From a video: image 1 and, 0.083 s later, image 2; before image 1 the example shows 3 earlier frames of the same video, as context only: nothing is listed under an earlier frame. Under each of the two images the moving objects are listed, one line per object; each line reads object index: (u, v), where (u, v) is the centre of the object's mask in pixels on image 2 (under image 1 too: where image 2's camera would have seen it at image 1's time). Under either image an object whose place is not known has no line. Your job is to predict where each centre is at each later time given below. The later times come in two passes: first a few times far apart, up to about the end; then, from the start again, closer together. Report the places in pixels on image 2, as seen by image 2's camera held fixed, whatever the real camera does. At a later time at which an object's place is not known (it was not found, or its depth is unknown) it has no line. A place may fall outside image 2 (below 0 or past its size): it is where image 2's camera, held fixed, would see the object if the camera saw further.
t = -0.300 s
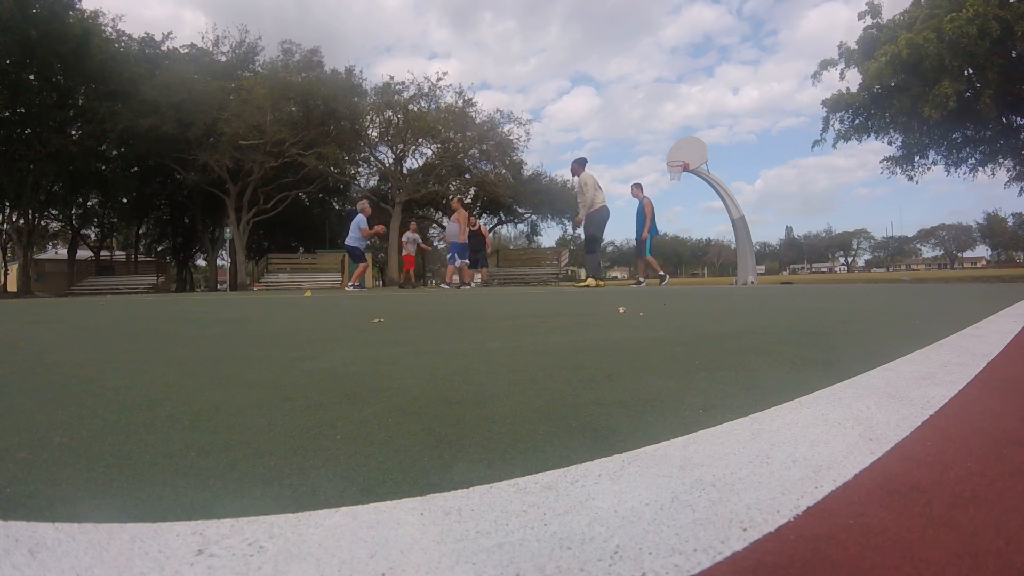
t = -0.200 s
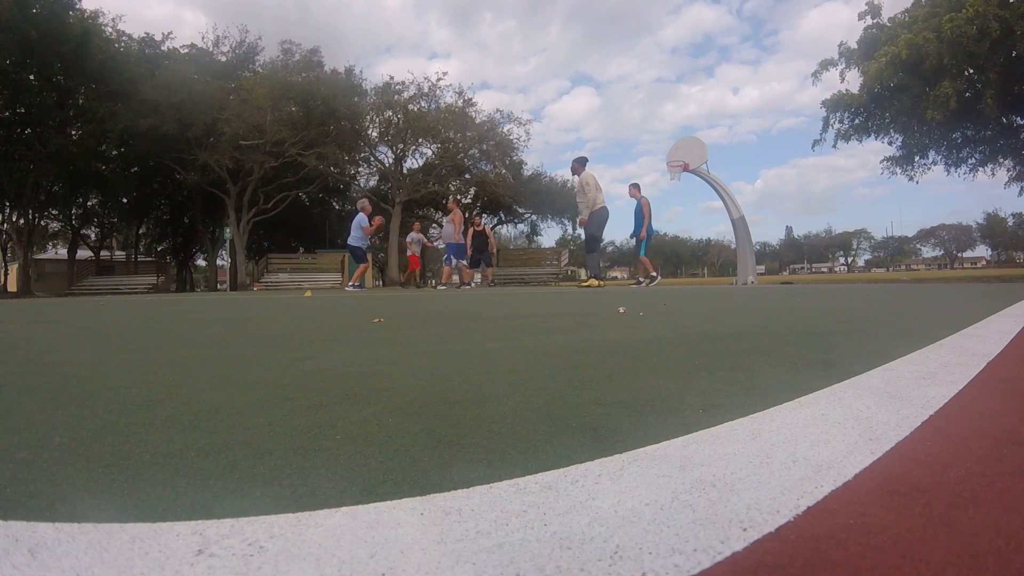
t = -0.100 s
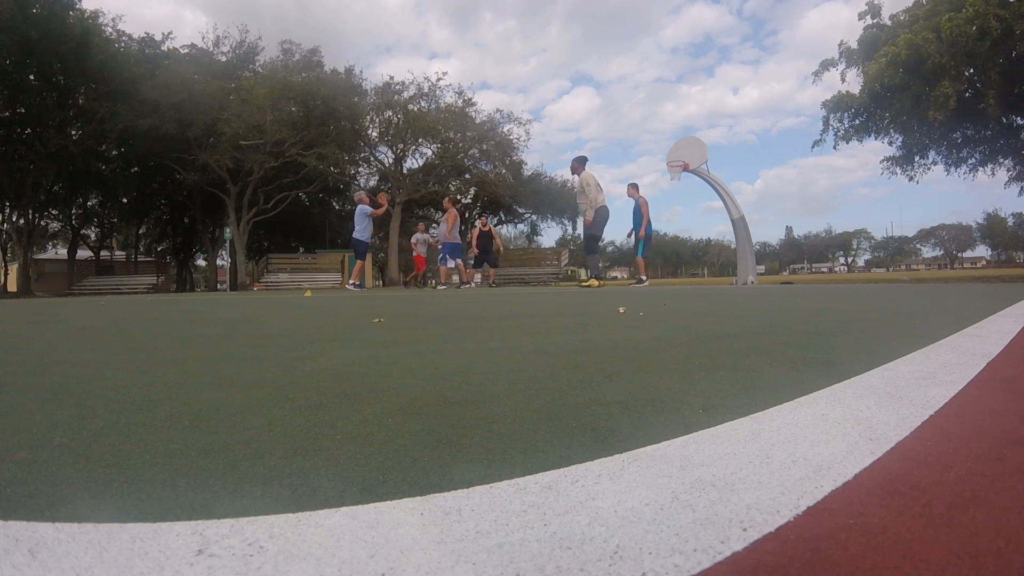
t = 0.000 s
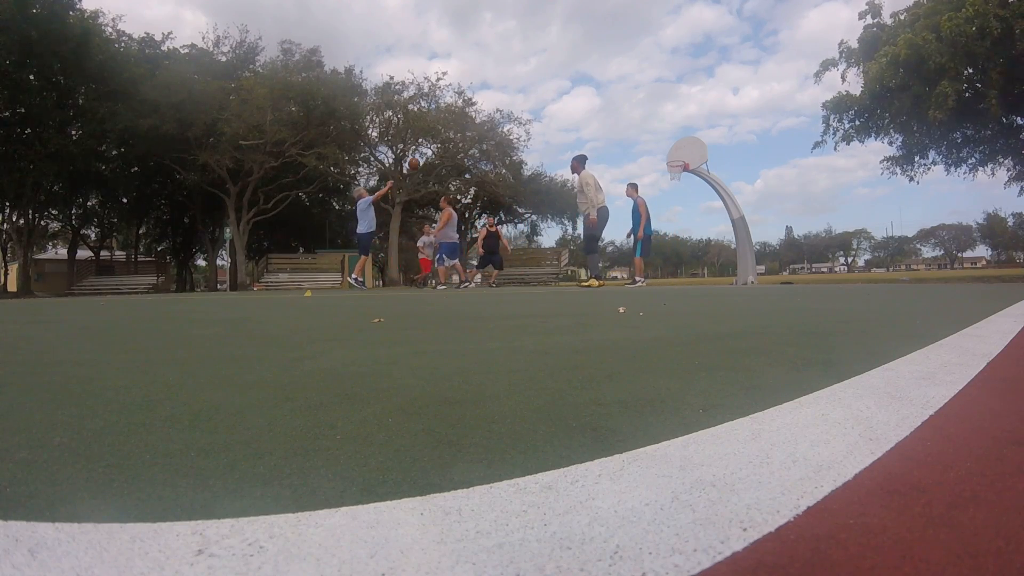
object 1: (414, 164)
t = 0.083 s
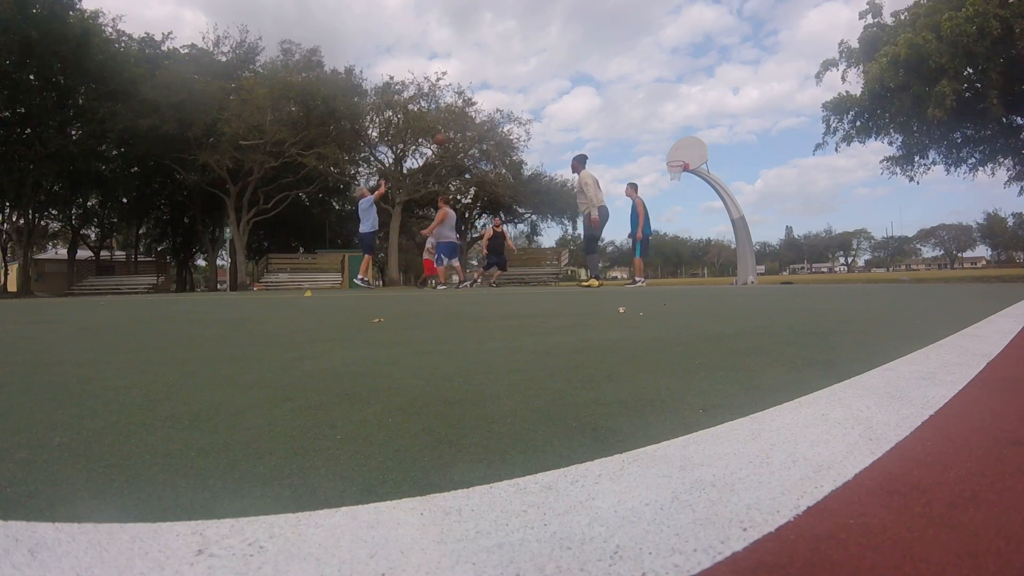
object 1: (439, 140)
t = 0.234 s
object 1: (485, 109)
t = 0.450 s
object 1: (542, 88)
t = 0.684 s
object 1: (597, 91)
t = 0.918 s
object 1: (646, 115)
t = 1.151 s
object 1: (685, 156)
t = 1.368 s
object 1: (652, 155)
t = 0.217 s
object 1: (480, 112)
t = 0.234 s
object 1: (485, 109)
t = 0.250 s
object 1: (489, 107)
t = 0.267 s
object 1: (494, 104)
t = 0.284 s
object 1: (499, 102)
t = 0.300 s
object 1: (503, 100)
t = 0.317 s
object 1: (508, 98)
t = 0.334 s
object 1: (512, 96)
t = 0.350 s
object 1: (517, 95)
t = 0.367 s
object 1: (521, 93)
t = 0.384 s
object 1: (525, 92)
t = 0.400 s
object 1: (529, 91)
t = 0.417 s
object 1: (534, 90)
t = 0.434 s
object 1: (538, 89)
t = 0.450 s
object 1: (542, 88)
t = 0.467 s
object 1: (546, 88)
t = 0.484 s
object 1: (550, 87)
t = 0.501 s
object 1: (555, 87)
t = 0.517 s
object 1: (559, 86)
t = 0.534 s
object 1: (562, 87)
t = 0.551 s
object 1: (566, 87)
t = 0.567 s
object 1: (570, 87)
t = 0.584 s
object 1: (574, 87)
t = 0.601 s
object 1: (578, 87)
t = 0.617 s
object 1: (582, 88)
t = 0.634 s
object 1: (586, 89)
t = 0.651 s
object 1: (590, 89)
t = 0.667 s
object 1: (593, 90)
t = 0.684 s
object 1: (597, 91)
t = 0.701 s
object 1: (601, 92)
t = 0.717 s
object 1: (604, 93)
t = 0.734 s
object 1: (608, 95)
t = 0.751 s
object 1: (612, 96)
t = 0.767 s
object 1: (615, 97)
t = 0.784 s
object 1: (619, 99)
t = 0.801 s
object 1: (622, 101)
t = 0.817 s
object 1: (626, 103)
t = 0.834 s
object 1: (629, 104)
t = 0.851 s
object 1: (633, 106)
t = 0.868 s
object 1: (636, 108)
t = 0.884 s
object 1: (640, 111)
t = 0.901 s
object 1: (643, 113)
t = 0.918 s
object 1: (646, 115)
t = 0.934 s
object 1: (649, 118)
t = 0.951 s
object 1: (653, 120)
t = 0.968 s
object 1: (656, 123)
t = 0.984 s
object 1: (659, 126)
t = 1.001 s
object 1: (663, 129)
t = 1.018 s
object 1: (666, 131)
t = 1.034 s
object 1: (669, 134)
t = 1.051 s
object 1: (672, 138)
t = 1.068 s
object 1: (675, 141)
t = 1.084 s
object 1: (678, 144)
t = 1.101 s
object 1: (681, 148)
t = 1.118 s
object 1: (684, 151)
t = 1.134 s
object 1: (687, 155)
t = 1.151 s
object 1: (685, 156)
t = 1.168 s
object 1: (684, 158)
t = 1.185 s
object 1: (681, 158)
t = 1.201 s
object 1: (679, 157)
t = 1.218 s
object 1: (676, 156)
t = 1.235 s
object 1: (673, 156)
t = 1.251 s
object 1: (671, 155)
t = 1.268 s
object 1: (668, 155)
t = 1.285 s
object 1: (665, 155)
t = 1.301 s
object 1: (663, 155)
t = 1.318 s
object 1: (660, 155)
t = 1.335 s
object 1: (658, 155)
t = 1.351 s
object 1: (655, 155)
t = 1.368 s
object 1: (652, 155)
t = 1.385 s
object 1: (649, 156)
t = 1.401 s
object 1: (647, 156)
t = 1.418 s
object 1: (644, 157)
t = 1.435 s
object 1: (641, 158)
